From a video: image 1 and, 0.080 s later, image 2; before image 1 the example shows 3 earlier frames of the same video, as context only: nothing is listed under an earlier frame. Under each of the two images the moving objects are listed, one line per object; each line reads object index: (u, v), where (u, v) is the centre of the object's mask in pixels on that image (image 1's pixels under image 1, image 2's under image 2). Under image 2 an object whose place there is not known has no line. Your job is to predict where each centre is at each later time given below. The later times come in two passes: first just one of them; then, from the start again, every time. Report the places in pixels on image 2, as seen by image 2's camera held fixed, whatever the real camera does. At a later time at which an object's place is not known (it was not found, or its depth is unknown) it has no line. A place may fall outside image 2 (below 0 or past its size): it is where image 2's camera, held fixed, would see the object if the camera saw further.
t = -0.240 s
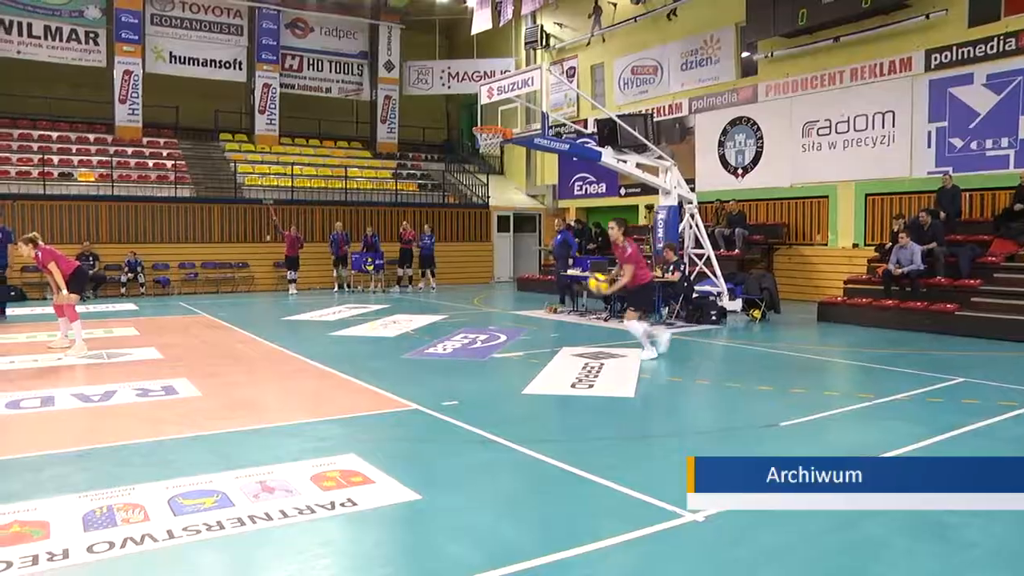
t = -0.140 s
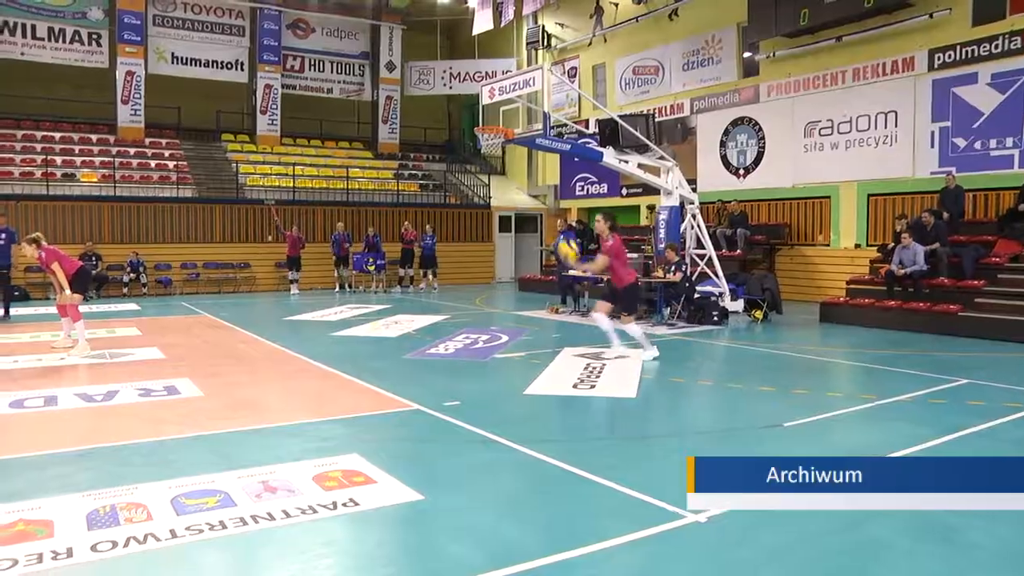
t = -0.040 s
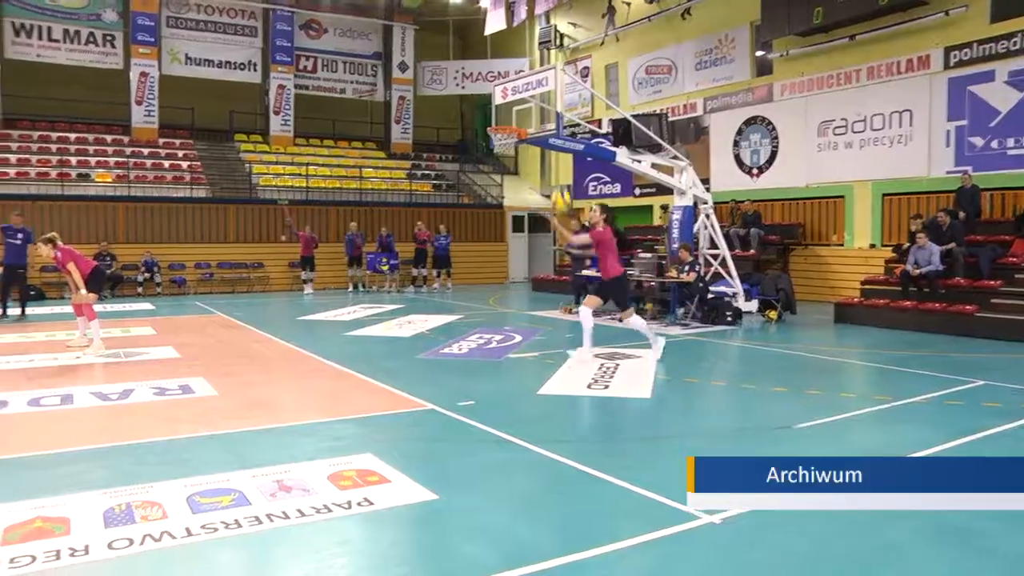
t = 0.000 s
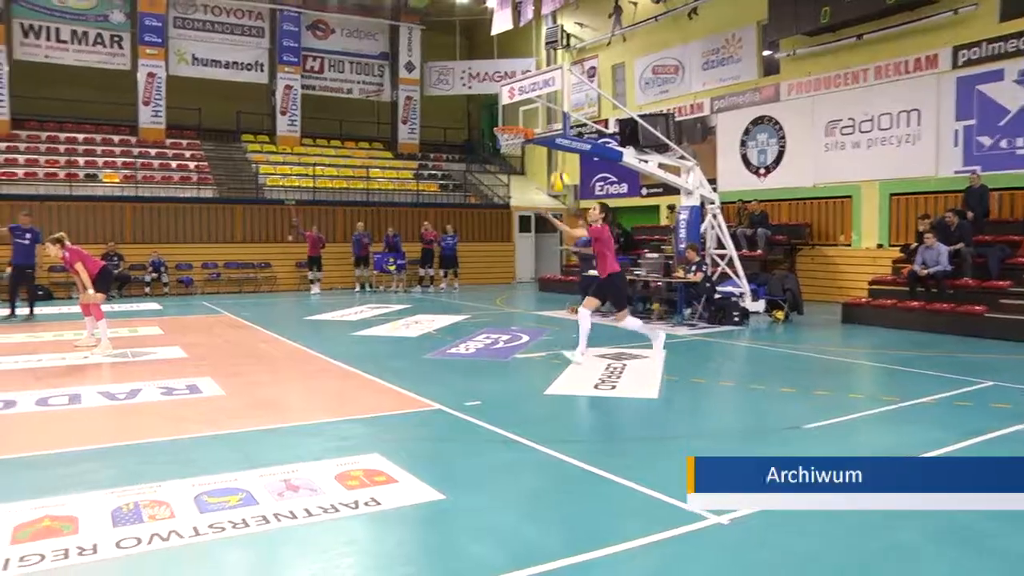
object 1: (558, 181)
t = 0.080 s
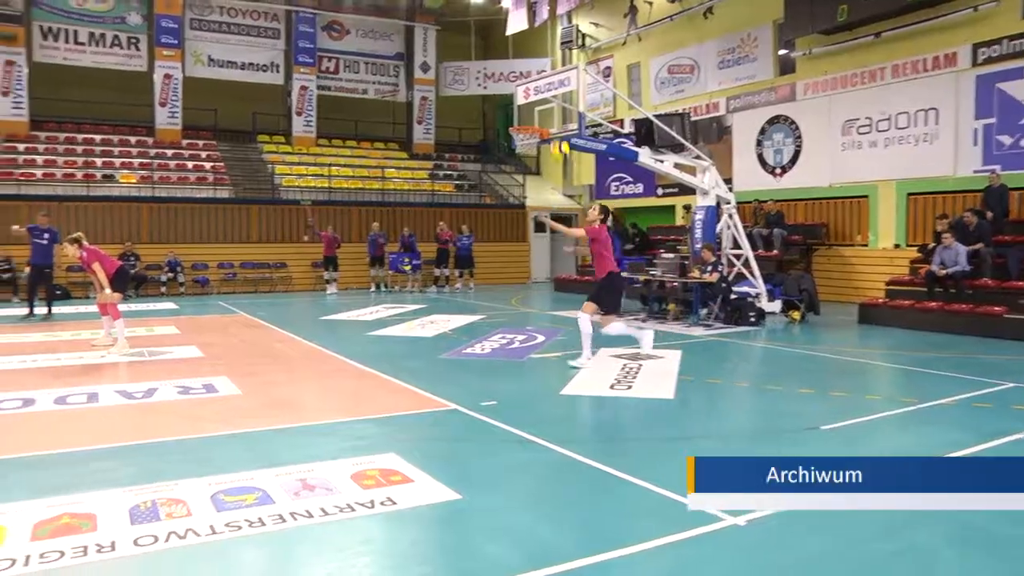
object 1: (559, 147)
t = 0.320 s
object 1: (517, 91)
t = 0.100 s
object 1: (556, 143)
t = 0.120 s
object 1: (552, 136)
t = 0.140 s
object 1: (548, 131)
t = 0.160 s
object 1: (545, 125)
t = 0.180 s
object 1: (541, 118)
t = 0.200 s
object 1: (537, 114)
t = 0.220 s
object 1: (534, 110)
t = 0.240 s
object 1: (531, 105)
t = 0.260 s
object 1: (527, 100)
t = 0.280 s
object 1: (523, 97)
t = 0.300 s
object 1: (520, 94)
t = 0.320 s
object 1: (517, 91)
